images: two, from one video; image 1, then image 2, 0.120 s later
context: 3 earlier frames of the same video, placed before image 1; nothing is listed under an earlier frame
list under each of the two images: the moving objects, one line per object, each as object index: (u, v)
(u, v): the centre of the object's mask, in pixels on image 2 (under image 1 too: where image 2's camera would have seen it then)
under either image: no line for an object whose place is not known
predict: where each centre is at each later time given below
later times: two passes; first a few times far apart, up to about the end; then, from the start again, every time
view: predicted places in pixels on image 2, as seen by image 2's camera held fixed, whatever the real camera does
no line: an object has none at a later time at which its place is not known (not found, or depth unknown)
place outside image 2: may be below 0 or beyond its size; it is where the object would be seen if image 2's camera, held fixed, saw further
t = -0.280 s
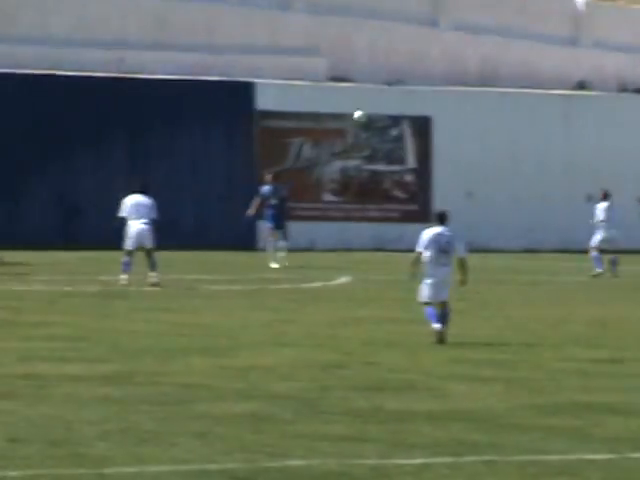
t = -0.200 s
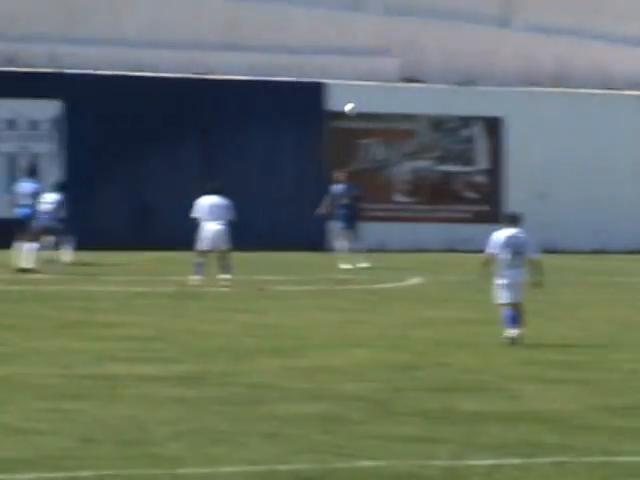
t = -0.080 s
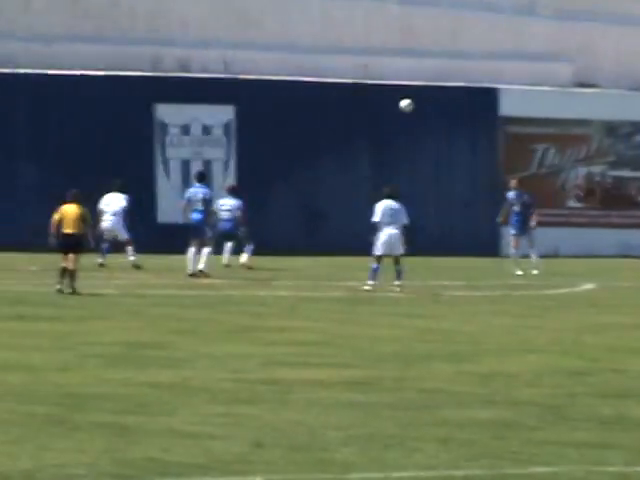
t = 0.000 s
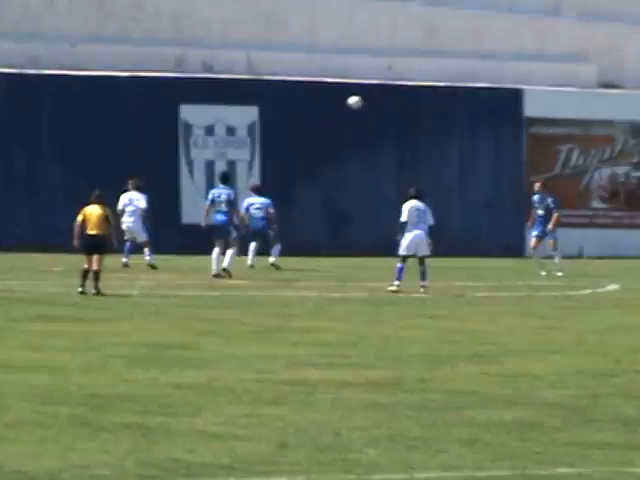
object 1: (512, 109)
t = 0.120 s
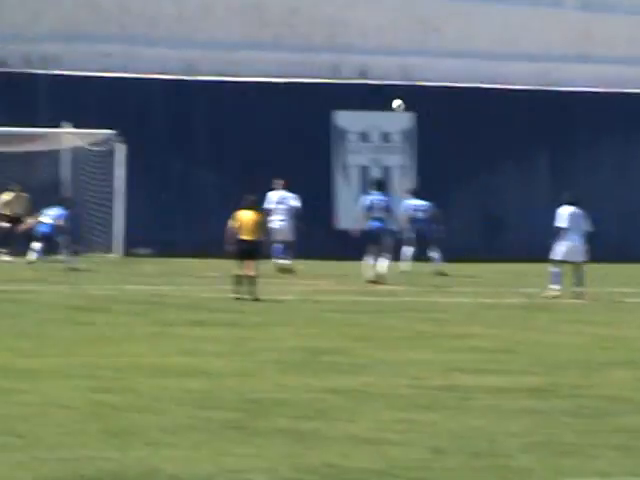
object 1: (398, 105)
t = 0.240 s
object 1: (289, 108)
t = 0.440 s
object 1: (114, 122)
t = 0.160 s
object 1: (361, 105)
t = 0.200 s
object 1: (325, 107)
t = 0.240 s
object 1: (289, 108)
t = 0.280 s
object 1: (254, 110)
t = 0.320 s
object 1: (218, 112)
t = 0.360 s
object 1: (183, 116)
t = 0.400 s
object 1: (149, 119)
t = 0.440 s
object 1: (114, 122)
